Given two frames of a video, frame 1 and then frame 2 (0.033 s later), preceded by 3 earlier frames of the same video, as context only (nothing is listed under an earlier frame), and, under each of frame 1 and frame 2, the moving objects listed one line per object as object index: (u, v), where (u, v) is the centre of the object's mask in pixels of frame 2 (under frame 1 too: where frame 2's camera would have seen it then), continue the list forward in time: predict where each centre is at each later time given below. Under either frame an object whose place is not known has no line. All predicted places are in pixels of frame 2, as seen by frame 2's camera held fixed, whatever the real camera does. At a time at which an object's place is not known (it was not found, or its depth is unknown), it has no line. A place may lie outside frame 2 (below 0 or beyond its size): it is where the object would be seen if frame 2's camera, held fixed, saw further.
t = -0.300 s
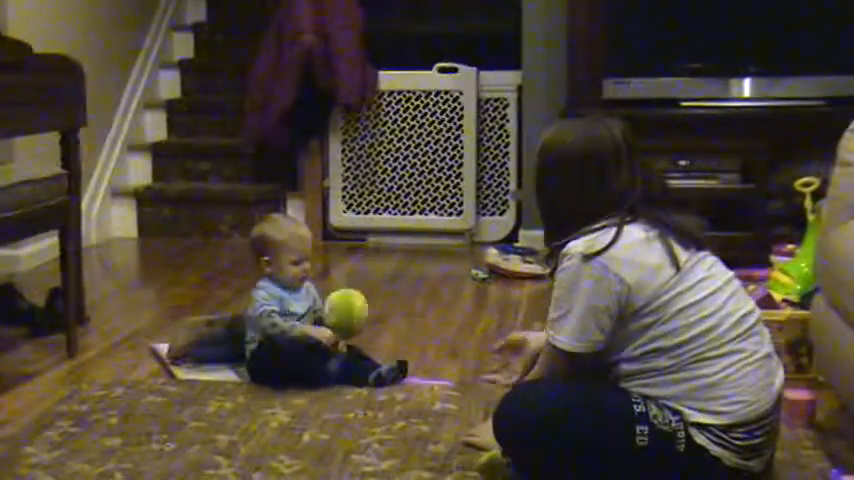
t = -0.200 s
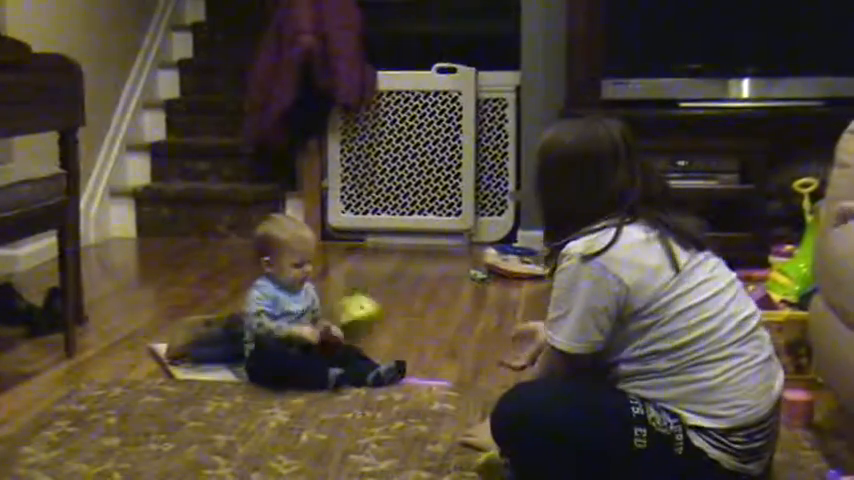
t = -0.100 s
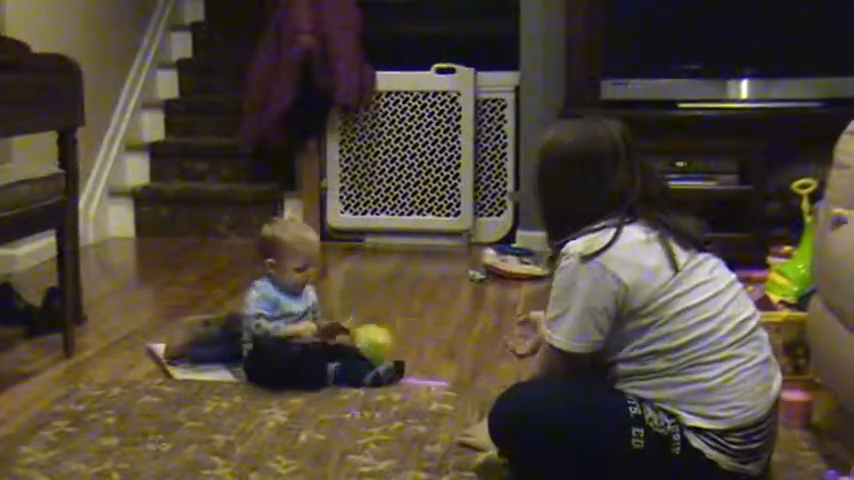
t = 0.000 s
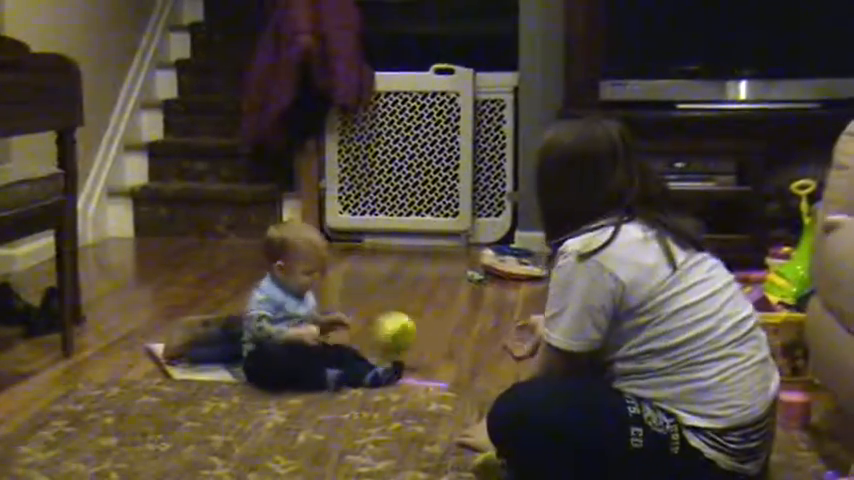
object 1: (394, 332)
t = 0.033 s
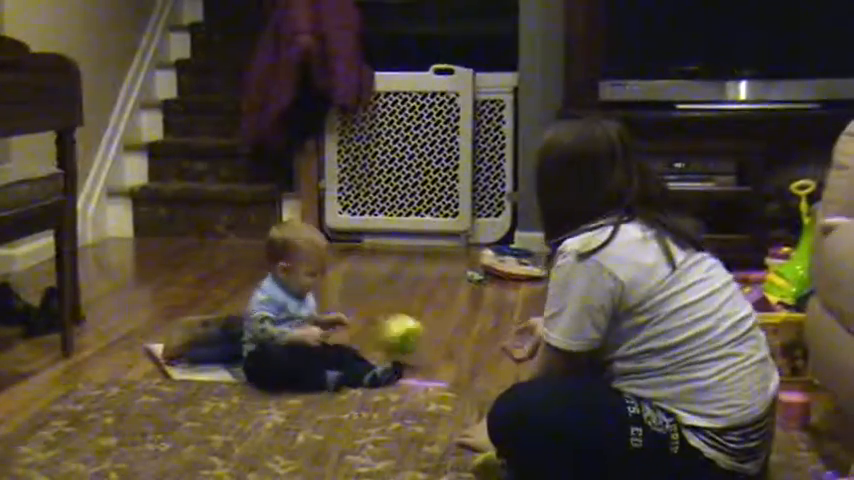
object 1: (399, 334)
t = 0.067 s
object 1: (408, 346)
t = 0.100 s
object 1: (415, 347)
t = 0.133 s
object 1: (418, 349)
